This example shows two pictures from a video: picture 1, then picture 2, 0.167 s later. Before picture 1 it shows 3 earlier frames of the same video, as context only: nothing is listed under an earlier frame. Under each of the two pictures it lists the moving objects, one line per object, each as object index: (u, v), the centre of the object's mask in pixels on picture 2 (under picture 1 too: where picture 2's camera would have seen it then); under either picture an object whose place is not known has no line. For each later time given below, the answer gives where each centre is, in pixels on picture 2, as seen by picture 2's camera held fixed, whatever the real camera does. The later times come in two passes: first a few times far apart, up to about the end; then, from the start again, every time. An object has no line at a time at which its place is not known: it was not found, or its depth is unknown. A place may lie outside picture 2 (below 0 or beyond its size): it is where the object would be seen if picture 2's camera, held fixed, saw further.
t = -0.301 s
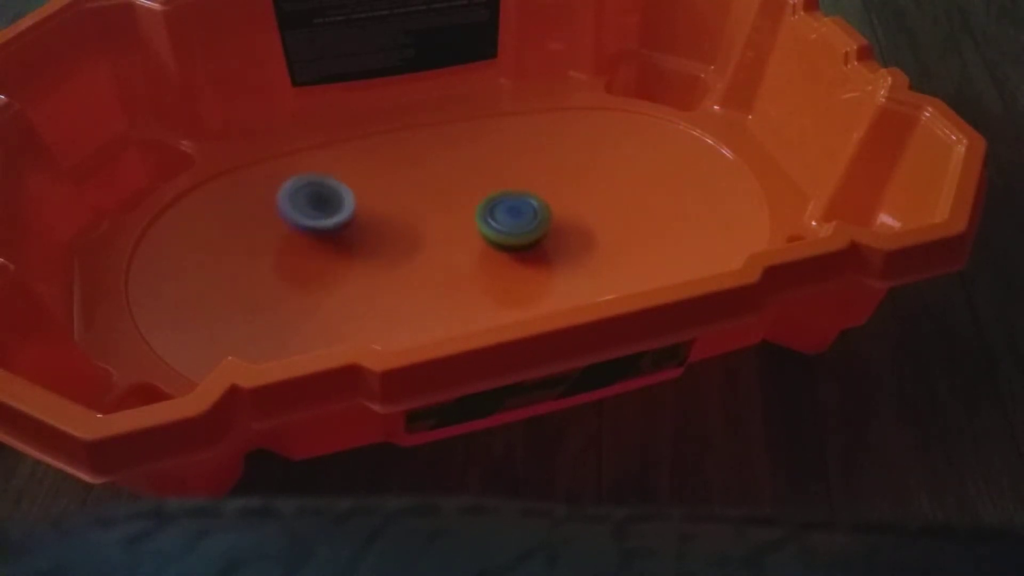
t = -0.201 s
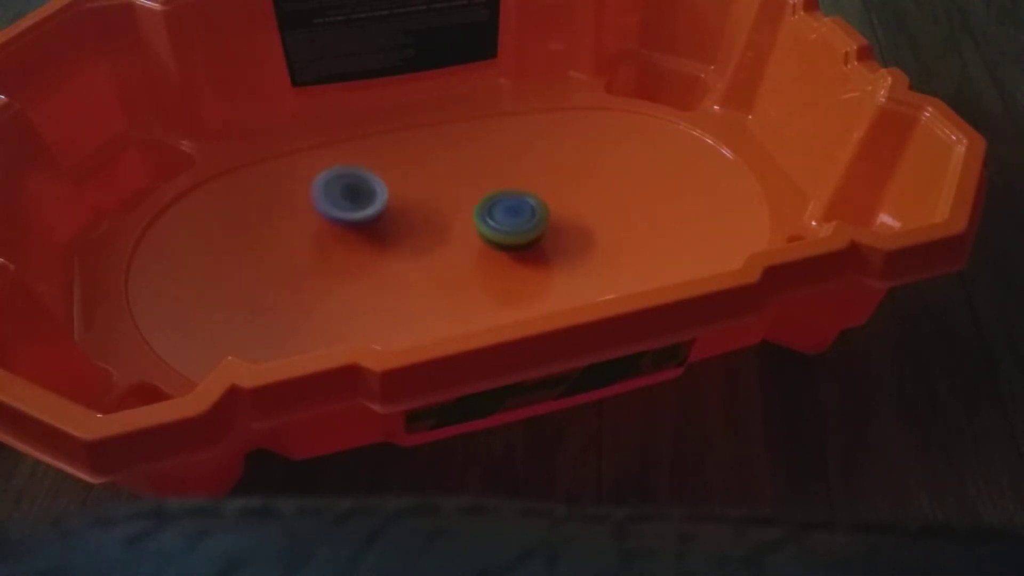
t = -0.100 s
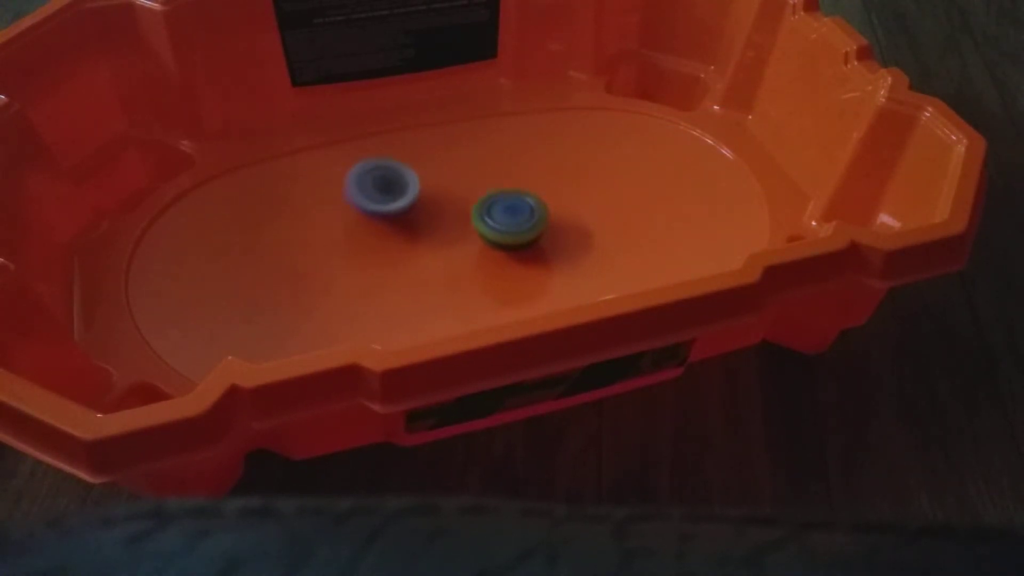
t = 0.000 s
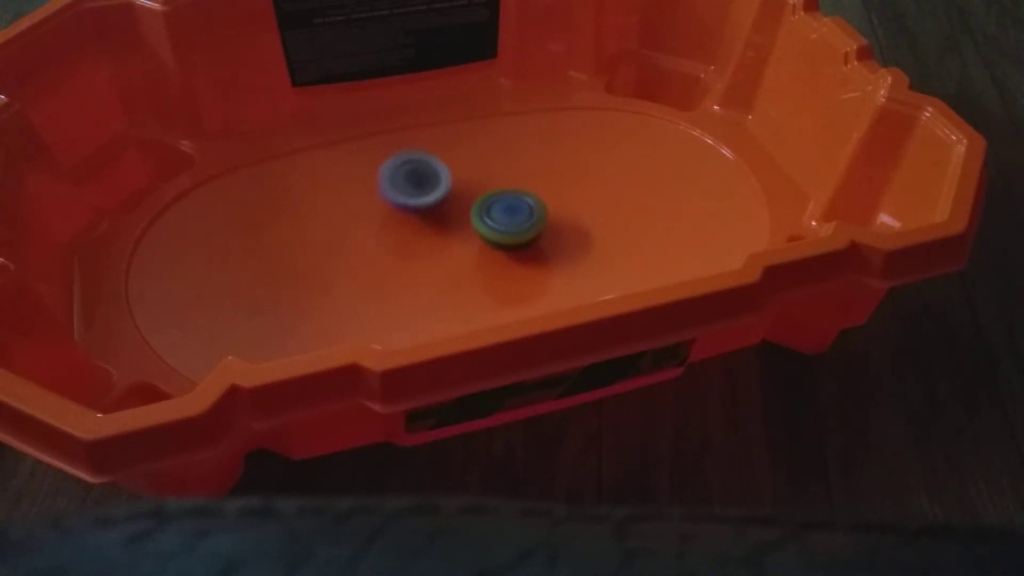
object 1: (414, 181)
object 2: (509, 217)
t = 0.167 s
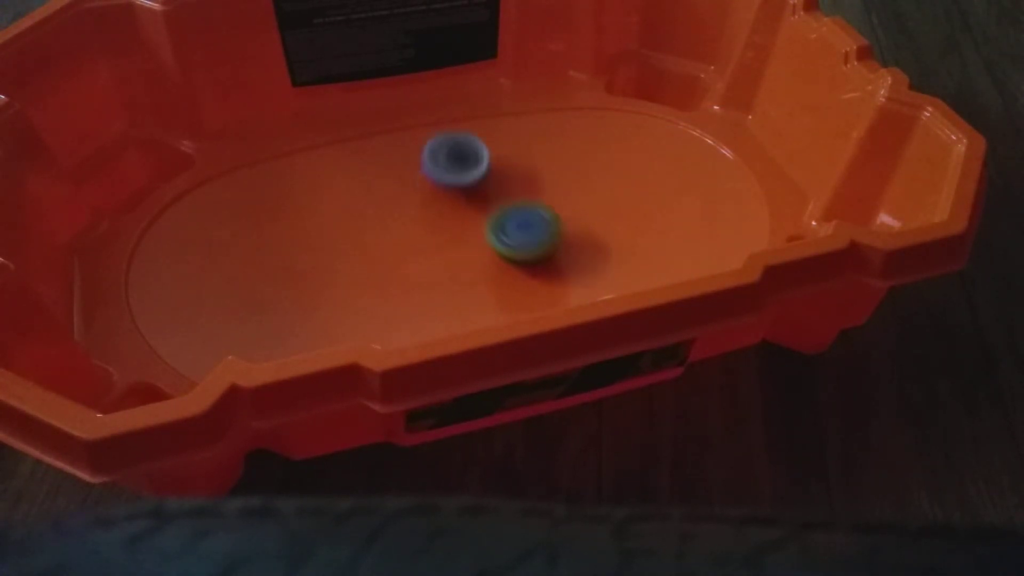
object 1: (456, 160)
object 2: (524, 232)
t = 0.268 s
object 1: (469, 146)
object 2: (541, 244)
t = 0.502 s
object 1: (510, 146)
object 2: (537, 240)
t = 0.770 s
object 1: (569, 173)
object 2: (522, 229)
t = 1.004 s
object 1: (610, 198)
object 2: (515, 231)
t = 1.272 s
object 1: (625, 229)
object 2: (507, 234)
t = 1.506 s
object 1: (601, 254)
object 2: (499, 229)
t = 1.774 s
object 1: (534, 267)
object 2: (499, 214)
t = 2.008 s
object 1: (459, 260)
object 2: (498, 211)
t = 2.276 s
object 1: (369, 240)
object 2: (496, 216)
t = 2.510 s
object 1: (328, 221)
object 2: (509, 220)
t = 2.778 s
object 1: (327, 206)
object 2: (518, 225)
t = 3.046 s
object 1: (382, 208)
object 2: (521, 230)
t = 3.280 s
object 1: (445, 216)
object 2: (521, 234)
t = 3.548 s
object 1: (460, 208)
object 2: (536, 234)
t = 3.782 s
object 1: (432, 199)
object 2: (551, 235)
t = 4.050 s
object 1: (434, 212)
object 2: (541, 226)
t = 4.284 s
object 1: (444, 217)
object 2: (535, 224)
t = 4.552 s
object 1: (427, 220)
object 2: (530, 231)
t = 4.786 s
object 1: (429, 220)
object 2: (521, 231)
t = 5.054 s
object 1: (443, 216)
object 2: (520, 233)
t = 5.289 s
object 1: (436, 209)
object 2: (526, 229)
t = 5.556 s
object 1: (441, 213)
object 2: (520, 222)
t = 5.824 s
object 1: (447, 214)
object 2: (528, 224)
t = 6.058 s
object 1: (449, 214)
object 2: (527, 226)
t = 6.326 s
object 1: (438, 217)
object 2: (521, 230)
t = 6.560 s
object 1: (444, 212)
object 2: (523, 235)
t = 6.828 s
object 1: (407, 173)
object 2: (541, 248)
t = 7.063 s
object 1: (421, 181)
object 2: (540, 243)
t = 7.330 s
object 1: (462, 213)
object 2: (536, 237)
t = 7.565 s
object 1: (460, 226)
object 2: (551, 237)
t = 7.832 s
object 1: (433, 234)
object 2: (552, 234)
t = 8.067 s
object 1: (419, 223)
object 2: (550, 230)
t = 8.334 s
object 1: (420, 212)
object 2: (539, 222)
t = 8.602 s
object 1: (445, 215)
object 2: (533, 210)
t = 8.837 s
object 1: (459, 223)
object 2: (542, 206)
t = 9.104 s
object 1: (465, 234)
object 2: (543, 209)
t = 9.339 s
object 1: (462, 239)
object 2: (531, 217)
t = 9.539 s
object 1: (444, 242)
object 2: (528, 214)
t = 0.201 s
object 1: (459, 153)
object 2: (533, 238)
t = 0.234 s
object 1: (464, 149)
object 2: (538, 242)
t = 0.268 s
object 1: (469, 146)
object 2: (541, 244)
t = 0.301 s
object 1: (474, 144)
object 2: (542, 245)
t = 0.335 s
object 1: (480, 143)
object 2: (543, 246)
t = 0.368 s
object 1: (485, 142)
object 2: (542, 245)
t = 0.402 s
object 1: (491, 142)
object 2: (542, 244)
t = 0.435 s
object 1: (497, 143)
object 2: (541, 243)
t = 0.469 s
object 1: (503, 145)
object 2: (539, 241)
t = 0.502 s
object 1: (510, 146)
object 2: (537, 240)
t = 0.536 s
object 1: (517, 149)
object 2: (536, 238)
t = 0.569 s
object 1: (524, 152)
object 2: (534, 237)
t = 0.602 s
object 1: (531, 155)
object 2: (532, 235)
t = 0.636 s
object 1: (538, 159)
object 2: (530, 234)
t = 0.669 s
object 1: (546, 163)
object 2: (529, 232)
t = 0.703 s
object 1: (553, 166)
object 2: (526, 231)
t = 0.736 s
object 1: (561, 169)
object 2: (524, 230)
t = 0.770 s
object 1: (569, 173)
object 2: (522, 229)
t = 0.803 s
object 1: (576, 176)
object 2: (520, 228)
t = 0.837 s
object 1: (582, 180)
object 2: (518, 228)
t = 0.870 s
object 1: (589, 184)
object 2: (517, 228)
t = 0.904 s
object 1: (595, 187)
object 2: (516, 229)
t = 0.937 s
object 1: (600, 191)
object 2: (516, 230)
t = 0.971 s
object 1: (605, 195)
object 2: (515, 230)
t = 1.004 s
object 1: (610, 198)
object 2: (515, 231)
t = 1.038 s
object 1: (614, 203)
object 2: (514, 231)
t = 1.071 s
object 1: (618, 207)
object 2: (513, 232)
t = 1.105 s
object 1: (621, 211)
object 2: (512, 233)
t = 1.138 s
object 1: (623, 215)
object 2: (511, 234)
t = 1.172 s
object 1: (625, 218)
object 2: (510, 234)
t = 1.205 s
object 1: (625, 222)
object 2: (509, 234)
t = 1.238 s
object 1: (626, 226)
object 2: (508, 234)
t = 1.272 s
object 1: (625, 229)
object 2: (507, 234)
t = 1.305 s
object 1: (624, 233)
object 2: (505, 234)
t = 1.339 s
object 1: (622, 237)
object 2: (504, 234)
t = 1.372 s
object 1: (619, 240)
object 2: (503, 233)
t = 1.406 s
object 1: (615, 244)
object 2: (502, 233)
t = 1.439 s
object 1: (611, 248)
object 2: (501, 232)
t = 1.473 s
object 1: (607, 252)
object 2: (500, 230)
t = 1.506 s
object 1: (601, 254)
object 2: (499, 229)
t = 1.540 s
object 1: (595, 257)
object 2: (498, 228)
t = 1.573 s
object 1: (588, 259)
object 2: (498, 226)
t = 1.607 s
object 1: (579, 262)
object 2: (497, 224)
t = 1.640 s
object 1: (571, 264)
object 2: (497, 222)
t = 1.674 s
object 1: (563, 266)
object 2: (497, 220)
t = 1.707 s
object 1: (554, 267)
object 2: (498, 218)
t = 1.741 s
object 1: (544, 268)
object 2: (498, 216)
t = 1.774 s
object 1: (534, 267)
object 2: (499, 214)
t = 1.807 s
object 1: (524, 268)
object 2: (500, 213)
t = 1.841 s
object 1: (514, 267)
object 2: (499, 212)
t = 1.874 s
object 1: (503, 267)
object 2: (499, 211)
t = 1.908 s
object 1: (492, 266)
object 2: (499, 211)
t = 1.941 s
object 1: (482, 264)
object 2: (498, 210)
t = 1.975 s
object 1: (471, 263)
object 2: (498, 211)
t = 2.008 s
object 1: (459, 260)
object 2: (498, 211)
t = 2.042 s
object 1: (448, 259)
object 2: (497, 212)
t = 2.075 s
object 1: (436, 257)
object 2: (496, 212)
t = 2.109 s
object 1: (423, 254)
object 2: (496, 213)
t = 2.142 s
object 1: (411, 252)
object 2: (496, 213)
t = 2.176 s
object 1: (398, 250)
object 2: (496, 213)
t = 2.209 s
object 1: (387, 246)
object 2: (496, 214)
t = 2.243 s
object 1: (378, 243)
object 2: (495, 215)
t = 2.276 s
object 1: (369, 240)
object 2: (496, 216)
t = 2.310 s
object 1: (361, 236)
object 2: (496, 217)
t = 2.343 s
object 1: (354, 234)
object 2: (498, 217)
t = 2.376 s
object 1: (346, 231)
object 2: (500, 218)
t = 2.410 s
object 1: (341, 228)
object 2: (502, 218)
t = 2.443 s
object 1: (336, 226)
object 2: (504, 219)
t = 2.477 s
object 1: (331, 223)
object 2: (507, 219)
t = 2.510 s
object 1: (328, 221)
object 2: (509, 220)
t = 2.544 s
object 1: (324, 218)
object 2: (511, 220)
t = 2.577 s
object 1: (322, 216)
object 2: (513, 221)
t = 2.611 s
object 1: (320, 213)
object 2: (514, 222)
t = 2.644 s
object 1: (319, 211)
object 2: (515, 223)
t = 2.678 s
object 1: (319, 210)
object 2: (516, 223)
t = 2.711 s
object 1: (320, 209)
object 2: (517, 224)
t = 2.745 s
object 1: (322, 207)
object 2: (518, 225)
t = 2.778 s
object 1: (327, 206)
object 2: (518, 225)
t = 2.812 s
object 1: (333, 206)
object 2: (519, 226)
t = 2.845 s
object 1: (339, 207)
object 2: (519, 226)
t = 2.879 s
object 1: (345, 208)
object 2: (520, 227)
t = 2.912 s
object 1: (351, 207)
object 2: (520, 227)
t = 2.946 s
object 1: (358, 207)
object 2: (521, 228)
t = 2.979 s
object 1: (365, 208)
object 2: (521, 229)
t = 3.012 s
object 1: (373, 208)
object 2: (521, 229)
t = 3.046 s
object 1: (382, 208)
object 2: (521, 230)
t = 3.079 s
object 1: (390, 209)
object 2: (521, 231)
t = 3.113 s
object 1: (397, 209)
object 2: (521, 231)
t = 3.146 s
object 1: (405, 210)
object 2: (521, 232)
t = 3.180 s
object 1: (414, 211)
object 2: (521, 232)
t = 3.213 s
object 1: (424, 213)
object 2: (521, 232)
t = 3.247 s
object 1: (434, 214)
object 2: (521, 234)
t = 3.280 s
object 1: (445, 216)
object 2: (521, 234)
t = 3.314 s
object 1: (446, 213)
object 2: (528, 236)
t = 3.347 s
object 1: (446, 208)
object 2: (536, 238)
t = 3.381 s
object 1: (447, 206)
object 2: (540, 239)
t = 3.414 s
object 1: (449, 204)
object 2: (542, 239)
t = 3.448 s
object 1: (452, 204)
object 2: (542, 238)
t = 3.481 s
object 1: (454, 206)
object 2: (541, 237)
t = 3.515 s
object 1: (457, 207)
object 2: (539, 236)
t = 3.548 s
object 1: (460, 208)
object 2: (536, 234)
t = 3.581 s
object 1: (462, 209)
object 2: (535, 233)
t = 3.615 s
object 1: (455, 206)
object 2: (541, 235)
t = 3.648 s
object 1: (446, 202)
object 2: (546, 237)
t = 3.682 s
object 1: (441, 199)
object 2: (549, 238)
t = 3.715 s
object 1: (437, 198)
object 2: (550, 237)
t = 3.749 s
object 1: (434, 198)
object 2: (551, 237)
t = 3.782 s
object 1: (432, 199)
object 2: (551, 235)
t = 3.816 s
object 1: (431, 200)
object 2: (551, 234)
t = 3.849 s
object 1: (430, 201)
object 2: (550, 233)
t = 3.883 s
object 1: (430, 203)
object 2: (549, 232)
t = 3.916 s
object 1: (430, 204)
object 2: (548, 231)
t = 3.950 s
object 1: (430, 207)
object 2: (547, 229)
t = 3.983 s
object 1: (431, 208)
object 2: (545, 228)
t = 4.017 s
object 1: (432, 210)
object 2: (543, 227)
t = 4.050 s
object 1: (434, 212)
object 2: (541, 226)
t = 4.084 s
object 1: (436, 215)
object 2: (539, 225)
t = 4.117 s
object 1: (439, 216)
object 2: (537, 224)
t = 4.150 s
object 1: (442, 218)
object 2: (535, 224)
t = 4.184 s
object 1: (445, 219)
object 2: (533, 223)
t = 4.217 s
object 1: (448, 219)
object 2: (531, 223)
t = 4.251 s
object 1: (449, 218)
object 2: (530, 223)
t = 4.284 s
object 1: (444, 217)
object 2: (535, 224)
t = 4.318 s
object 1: (439, 216)
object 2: (538, 225)
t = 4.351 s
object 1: (436, 215)
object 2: (540, 226)
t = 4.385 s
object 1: (434, 215)
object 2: (540, 227)
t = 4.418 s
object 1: (432, 216)
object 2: (539, 228)
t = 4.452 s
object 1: (430, 217)
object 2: (538, 229)
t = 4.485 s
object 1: (429, 218)
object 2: (535, 230)
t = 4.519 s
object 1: (428, 219)
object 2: (533, 231)
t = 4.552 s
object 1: (427, 220)
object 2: (530, 231)
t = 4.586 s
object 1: (426, 221)
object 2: (527, 231)
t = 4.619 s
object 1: (426, 221)
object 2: (525, 231)
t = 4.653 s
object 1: (426, 221)
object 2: (523, 231)
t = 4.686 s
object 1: (426, 221)
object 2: (521, 231)
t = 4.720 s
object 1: (427, 221)
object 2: (520, 231)
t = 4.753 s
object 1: (428, 220)
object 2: (521, 231)
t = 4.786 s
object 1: (429, 220)
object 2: (521, 231)
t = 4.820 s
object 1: (430, 220)
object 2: (521, 232)
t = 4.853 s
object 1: (432, 219)
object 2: (521, 232)
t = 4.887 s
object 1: (433, 219)
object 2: (521, 233)
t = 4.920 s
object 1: (435, 218)
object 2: (521, 233)
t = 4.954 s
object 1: (437, 218)
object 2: (521, 233)
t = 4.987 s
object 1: (439, 217)
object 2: (521, 233)
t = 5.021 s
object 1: (441, 217)
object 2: (520, 233)
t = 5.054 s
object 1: (443, 216)
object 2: (520, 233)
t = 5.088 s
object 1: (444, 215)
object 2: (520, 232)
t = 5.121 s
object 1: (441, 213)
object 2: (522, 233)
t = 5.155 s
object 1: (439, 211)
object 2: (523, 233)
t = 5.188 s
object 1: (438, 210)
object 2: (524, 232)
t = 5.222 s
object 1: (437, 210)
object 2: (525, 231)
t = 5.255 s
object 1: (436, 209)
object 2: (526, 230)
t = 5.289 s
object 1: (436, 209)
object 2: (526, 229)
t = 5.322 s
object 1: (436, 210)
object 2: (525, 228)
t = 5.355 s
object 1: (436, 210)
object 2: (525, 227)
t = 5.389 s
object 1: (437, 210)
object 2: (524, 226)
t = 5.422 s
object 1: (438, 211)
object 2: (523, 225)
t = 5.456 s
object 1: (438, 211)
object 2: (523, 224)
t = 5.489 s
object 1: (439, 211)
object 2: (521, 223)
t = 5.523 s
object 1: (441, 213)
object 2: (520, 223)
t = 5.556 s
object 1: (441, 213)
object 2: (520, 222)
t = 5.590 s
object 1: (440, 213)
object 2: (523, 223)
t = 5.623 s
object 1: (440, 214)
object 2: (524, 223)
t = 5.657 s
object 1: (440, 214)
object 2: (524, 223)
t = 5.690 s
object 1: (442, 216)
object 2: (524, 223)
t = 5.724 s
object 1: (444, 216)
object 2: (524, 223)
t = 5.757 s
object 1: (446, 216)
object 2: (525, 223)
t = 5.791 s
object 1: (446, 215)
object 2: (527, 224)
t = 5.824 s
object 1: (447, 214)
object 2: (528, 224)
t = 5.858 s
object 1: (448, 215)
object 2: (529, 224)
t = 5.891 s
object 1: (448, 215)
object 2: (528, 225)
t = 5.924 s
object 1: (447, 215)
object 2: (528, 225)
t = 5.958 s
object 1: (447, 215)
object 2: (527, 225)
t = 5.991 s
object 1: (449, 215)
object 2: (527, 226)
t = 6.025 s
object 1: (450, 214)
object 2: (527, 226)
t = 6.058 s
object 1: (449, 214)
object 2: (527, 226)
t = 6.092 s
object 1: (448, 215)
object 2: (526, 227)
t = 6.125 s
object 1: (447, 215)
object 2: (525, 227)
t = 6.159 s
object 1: (446, 215)
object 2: (524, 228)
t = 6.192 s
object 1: (445, 215)
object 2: (523, 228)
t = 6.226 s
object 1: (442, 216)
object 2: (523, 229)
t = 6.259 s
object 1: (440, 215)
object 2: (522, 230)
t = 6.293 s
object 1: (439, 216)
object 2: (522, 230)
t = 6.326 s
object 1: (438, 217)
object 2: (521, 230)
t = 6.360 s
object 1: (437, 217)
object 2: (521, 230)
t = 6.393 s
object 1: (436, 218)
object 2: (521, 231)
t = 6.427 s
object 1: (437, 217)
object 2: (521, 231)
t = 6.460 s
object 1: (439, 218)
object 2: (521, 231)
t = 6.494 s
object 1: (442, 217)
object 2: (521, 231)
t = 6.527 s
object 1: (444, 216)
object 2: (521, 232)
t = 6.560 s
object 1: (444, 212)
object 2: (523, 235)
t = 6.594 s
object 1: (434, 200)
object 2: (532, 242)
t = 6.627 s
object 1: (425, 190)
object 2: (538, 247)
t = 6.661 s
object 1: (420, 184)
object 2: (540, 250)
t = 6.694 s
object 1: (415, 179)
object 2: (541, 251)
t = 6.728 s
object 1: (412, 176)
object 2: (541, 250)
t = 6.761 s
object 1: (410, 174)
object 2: (542, 250)
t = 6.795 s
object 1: (408, 174)
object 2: (542, 249)
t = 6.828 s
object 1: (407, 173)
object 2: (541, 248)
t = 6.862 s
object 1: (406, 173)
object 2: (541, 247)
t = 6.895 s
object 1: (407, 173)
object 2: (540, 246)
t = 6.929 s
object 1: (408, 174)
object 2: (540, 245)
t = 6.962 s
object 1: (410, 175)
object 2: (540, 244)
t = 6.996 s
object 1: (413, 177)
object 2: (540, 243)
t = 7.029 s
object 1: (417, 178)
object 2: (540, 243)
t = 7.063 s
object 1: (421, 181)
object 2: (540, 243)
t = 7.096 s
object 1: (426, 183)
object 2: (540, 242)
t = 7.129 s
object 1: (431, 187)
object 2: (539, 242)
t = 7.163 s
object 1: (436, 191)
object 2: (539, 242)
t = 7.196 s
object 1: (441, 195)
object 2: (538, 240)
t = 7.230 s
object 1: (446, 199)
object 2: (538, 240)
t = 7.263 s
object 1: (452, 204)
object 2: (537, 239)
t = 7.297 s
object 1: (458, 208)
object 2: (536, 238)
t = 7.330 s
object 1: (462, 213)
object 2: (536, 237)
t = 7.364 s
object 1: (463, 214)
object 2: (539, 237)
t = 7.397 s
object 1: (462, 215)
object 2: (543, 238)
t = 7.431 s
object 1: (464, 217)
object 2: (543, 238)
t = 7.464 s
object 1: (466, 220)
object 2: (544, 237)
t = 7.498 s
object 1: (467, 224)
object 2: (545, 237)
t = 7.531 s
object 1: (463, 225)
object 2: (549, 237)
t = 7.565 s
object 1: (460, 226)
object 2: (551, 237)
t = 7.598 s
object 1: (457, 228)
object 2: (551, 237)
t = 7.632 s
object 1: (454, 230)
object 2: (552, 236)
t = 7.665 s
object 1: (450, 232)
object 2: (553, 236)
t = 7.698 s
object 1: (447, 233)
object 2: (553, 236)
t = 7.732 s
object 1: (444, 233)
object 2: (553, 235)
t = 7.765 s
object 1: (440, 234)
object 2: (553, 235)
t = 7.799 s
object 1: (437, 234)
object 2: (552, 234)
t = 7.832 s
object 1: (433, 234)
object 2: (552, 234)
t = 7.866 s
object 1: (430, 234)
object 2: (552, 233)
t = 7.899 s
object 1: (428, 233)
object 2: (552, 232)
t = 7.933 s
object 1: (425, 232)
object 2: (552, 231)
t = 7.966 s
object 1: (423, 230)
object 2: (552, 231)
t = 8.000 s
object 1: (421, 228)
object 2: (552, 231)
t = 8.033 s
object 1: (420, 225)
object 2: (551, 230)
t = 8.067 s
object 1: (419, 223)
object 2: (550, 230)
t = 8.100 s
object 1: (418, 222)
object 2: (550, 229)
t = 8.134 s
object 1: (417, 220)
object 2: (548, 229)
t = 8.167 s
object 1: (416, 218)
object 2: (547, 228)
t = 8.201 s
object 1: (416, 216)
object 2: (545, 228)
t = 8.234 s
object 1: (416, 215)
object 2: (544, 227)
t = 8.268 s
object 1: (417, 214)
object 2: (542, 225)
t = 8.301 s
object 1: (418, 213)
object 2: (540, 224)
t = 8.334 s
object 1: (420, 212)
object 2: (539, 222)
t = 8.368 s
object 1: (421, 211)
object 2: (538, 221)
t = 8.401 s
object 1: (424, 211)
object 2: (537, 219)
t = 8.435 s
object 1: (427, 211)
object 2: (536, 217)
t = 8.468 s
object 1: (429, 211)
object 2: (535, 216)
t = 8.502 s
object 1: (434, 212)
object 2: (535, 214)
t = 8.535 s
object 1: (437, 213)
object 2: (534, 212)
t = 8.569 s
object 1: (440, 214)
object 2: (534, 211)
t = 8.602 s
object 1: (445, 215)
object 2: (533, 210)
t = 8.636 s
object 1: (448, 216)
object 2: (533, 209)
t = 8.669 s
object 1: (452, 217)
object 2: (533, 208)
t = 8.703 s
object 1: (458, 219)
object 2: (534, 207)
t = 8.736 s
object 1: (459, 220)
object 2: (537, 207)
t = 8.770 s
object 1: (457, 221)
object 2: (541, 207)
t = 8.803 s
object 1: (459, 222)
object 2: (542, 206)
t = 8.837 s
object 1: (459, 223)
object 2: (542, 206)
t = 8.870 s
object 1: (460, 225)
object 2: (543, 206)
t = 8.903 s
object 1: (462, 226)
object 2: (544, 206)
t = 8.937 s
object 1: (462, 227)
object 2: (544, 206)
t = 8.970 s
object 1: (464, 228)
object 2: (544, 207)
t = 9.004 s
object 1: (464, 229)
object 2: (544, 207)
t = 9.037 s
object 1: (465, 231)
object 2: (544, 208)
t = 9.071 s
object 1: (465, 232)
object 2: (544, 208)
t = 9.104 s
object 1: (465, 234)
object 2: (543, 209)
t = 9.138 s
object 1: (465, 235)
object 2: (542, 210)
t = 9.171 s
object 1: (464, 236)
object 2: (541, 211)
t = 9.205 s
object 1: (464, 237)
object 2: (540, 213)
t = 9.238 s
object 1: (463, 238)
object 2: (538, 213)
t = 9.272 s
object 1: (463, 239)
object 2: (536, 215)
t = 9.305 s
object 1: (463, 239)
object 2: (534, 216)
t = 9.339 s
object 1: (462, 239)
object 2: (531, 217)
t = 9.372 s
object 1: (461, 240)
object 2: (529, 215)
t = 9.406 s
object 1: (459, 240)
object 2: (529, 215)
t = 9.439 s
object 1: (452, 241)
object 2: (531, 216)
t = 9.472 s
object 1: (449, 241)
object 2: (531, 215)
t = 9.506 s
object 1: (446, 242)
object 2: (529, 215)
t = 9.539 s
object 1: (444, 242)
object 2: (528, 214)
